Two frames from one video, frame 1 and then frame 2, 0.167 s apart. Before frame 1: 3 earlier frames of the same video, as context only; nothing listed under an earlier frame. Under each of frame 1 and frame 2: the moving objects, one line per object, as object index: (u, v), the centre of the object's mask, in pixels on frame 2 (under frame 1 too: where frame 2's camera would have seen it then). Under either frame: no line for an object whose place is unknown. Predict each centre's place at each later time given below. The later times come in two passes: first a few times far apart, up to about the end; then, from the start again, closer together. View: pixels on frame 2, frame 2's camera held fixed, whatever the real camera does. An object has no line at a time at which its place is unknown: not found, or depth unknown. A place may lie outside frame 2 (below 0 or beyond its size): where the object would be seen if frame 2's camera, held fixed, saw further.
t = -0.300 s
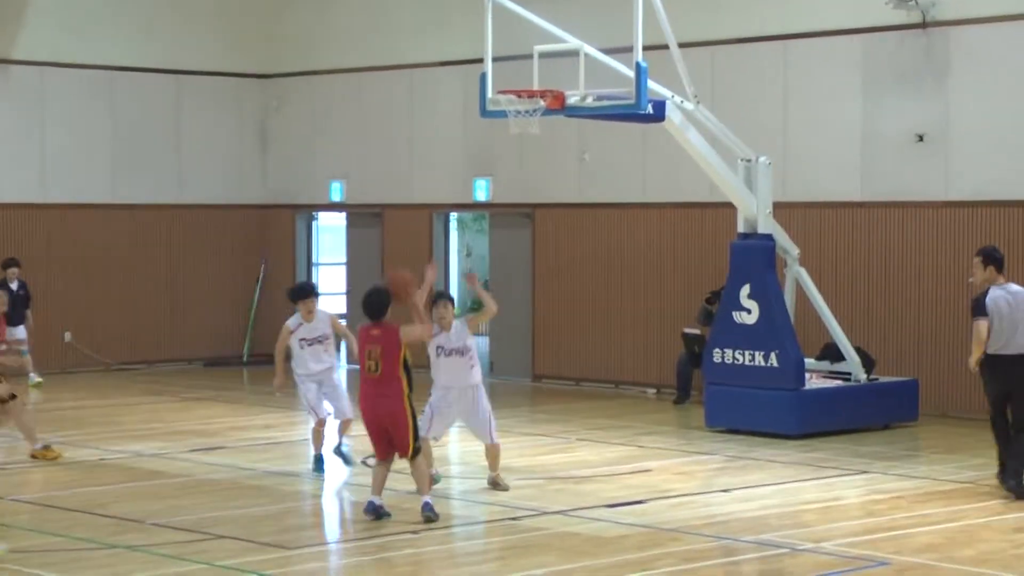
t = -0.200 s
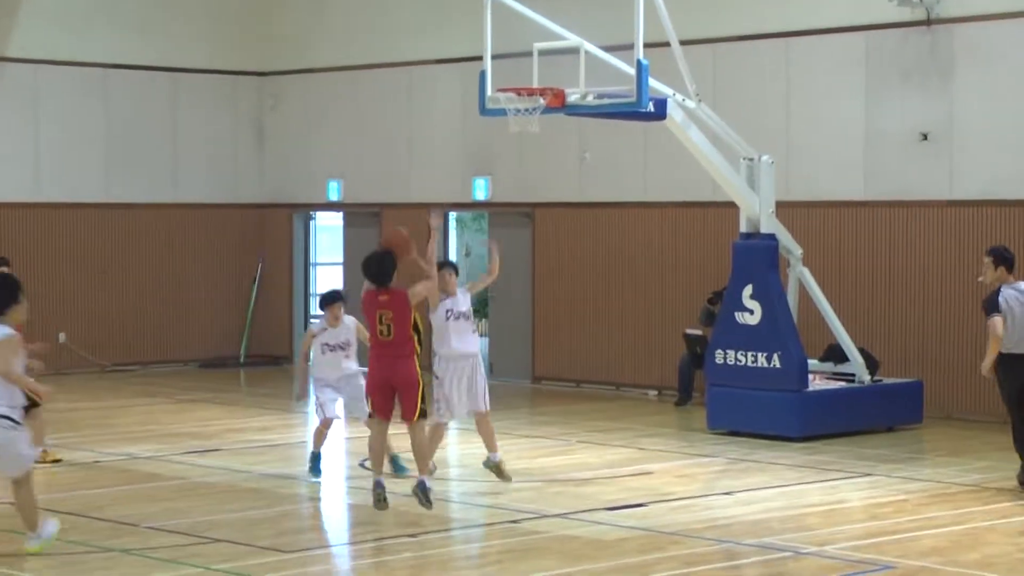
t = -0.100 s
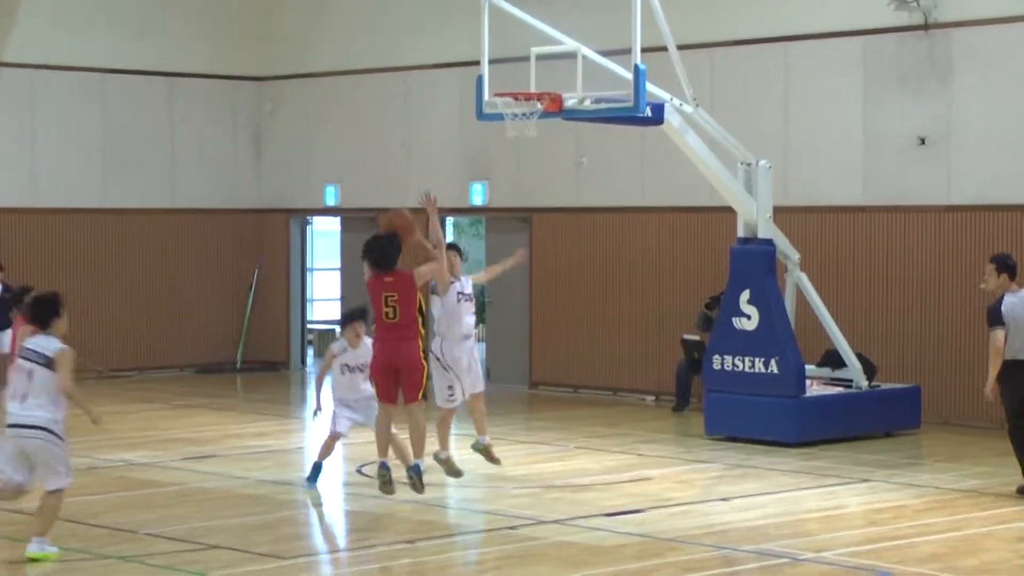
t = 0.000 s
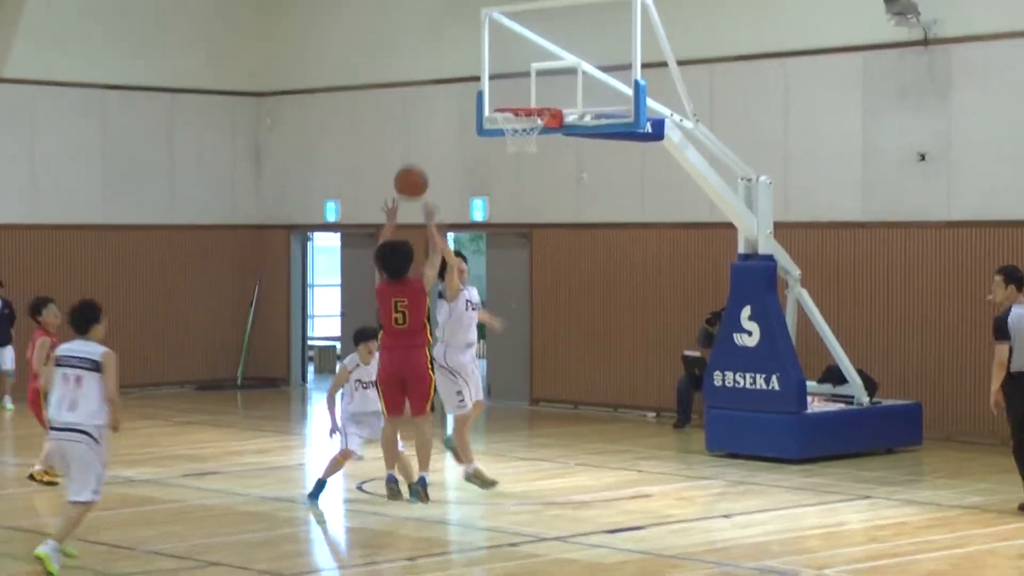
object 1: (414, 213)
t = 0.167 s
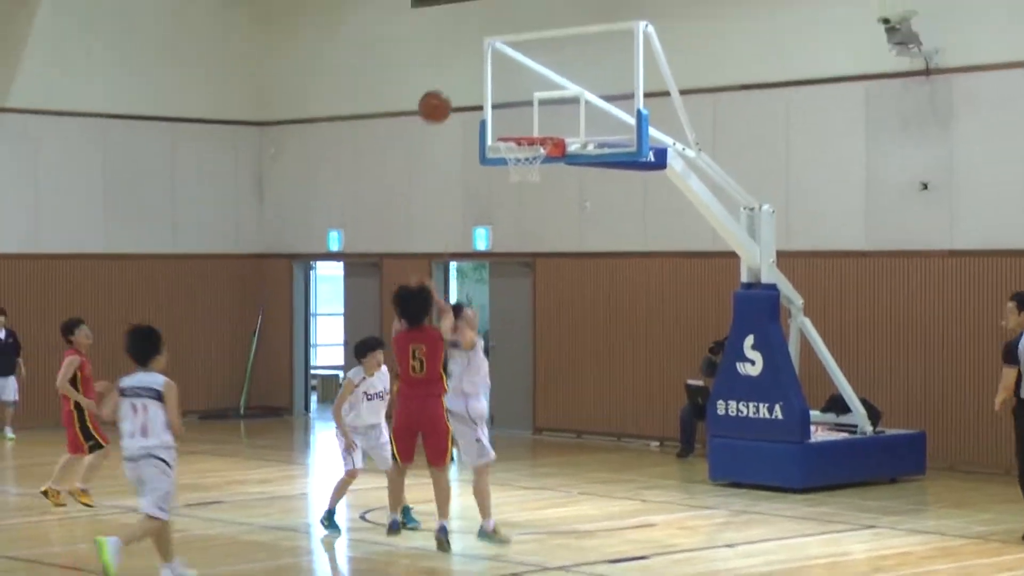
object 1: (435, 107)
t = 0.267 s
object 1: (446, 67)
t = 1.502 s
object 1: (461, 154)
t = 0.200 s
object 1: (438, 92)
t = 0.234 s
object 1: (442, 78)
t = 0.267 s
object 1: (446, 67)
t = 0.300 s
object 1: (450, 55)
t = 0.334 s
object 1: (453, 47)
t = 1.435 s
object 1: (472, 133)
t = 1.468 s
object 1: (467, 143)
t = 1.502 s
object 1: (461, 154)
